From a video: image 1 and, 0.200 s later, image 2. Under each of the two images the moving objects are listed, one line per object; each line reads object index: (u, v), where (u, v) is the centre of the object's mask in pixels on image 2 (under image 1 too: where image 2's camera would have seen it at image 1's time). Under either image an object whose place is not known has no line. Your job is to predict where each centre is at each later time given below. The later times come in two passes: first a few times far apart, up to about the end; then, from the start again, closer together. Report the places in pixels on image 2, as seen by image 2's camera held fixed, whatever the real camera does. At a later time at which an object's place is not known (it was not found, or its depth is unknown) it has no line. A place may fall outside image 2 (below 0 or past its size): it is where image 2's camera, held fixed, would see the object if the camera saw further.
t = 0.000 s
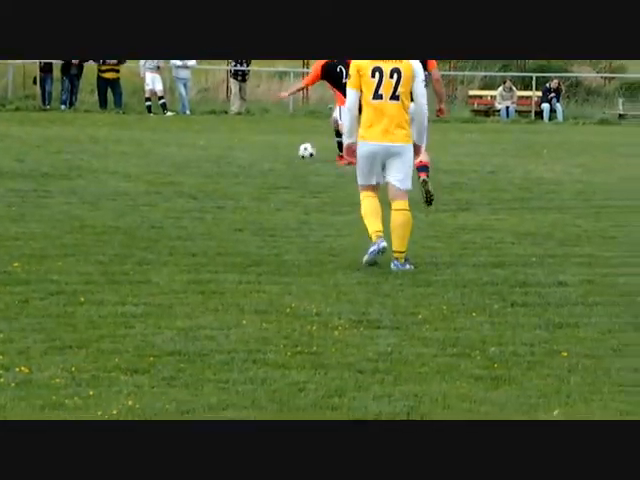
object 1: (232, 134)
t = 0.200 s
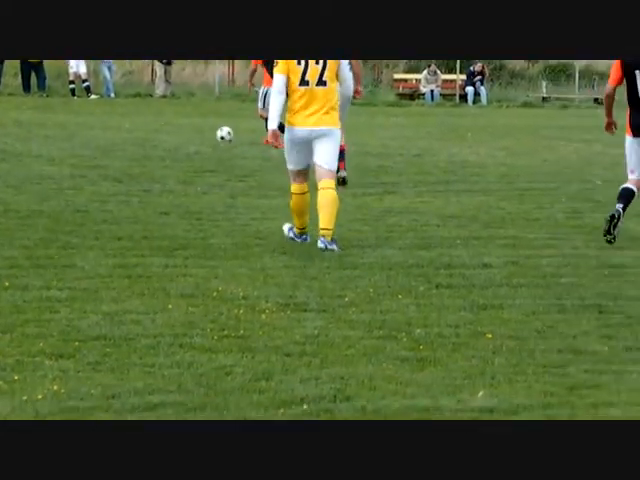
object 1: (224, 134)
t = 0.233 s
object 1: (223, 134)
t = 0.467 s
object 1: (217, 133)
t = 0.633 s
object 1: (212, 133)
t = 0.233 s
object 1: (223, 134)
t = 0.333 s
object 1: (220, 134)
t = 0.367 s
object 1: (219, 133)
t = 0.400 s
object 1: (219, 134)
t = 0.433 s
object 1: (218, 133)
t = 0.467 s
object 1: (217, 133)
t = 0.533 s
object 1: (215, 133)
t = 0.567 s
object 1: (214, 133)
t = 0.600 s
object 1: (213, 133)
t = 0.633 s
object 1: (212, 133)
